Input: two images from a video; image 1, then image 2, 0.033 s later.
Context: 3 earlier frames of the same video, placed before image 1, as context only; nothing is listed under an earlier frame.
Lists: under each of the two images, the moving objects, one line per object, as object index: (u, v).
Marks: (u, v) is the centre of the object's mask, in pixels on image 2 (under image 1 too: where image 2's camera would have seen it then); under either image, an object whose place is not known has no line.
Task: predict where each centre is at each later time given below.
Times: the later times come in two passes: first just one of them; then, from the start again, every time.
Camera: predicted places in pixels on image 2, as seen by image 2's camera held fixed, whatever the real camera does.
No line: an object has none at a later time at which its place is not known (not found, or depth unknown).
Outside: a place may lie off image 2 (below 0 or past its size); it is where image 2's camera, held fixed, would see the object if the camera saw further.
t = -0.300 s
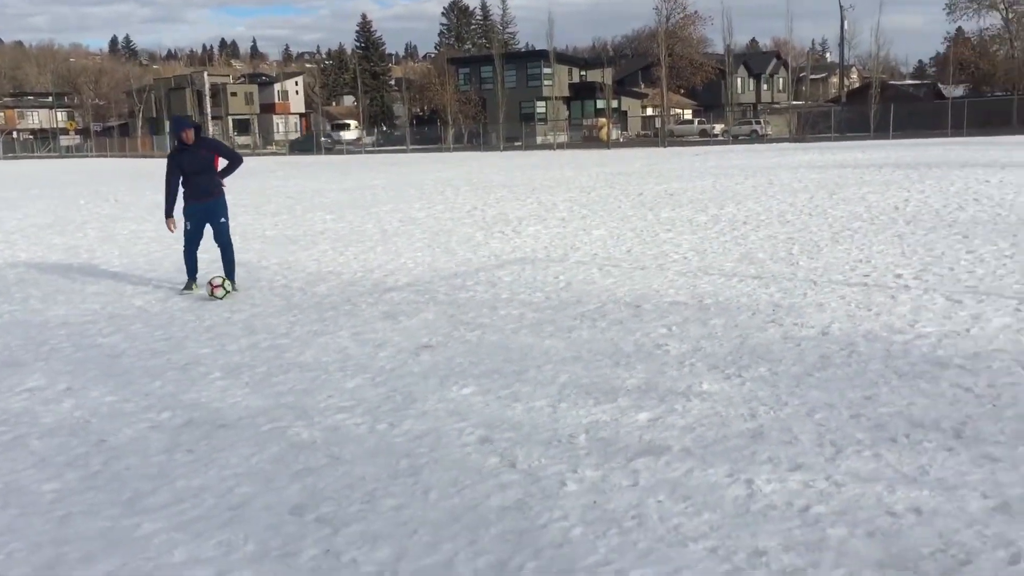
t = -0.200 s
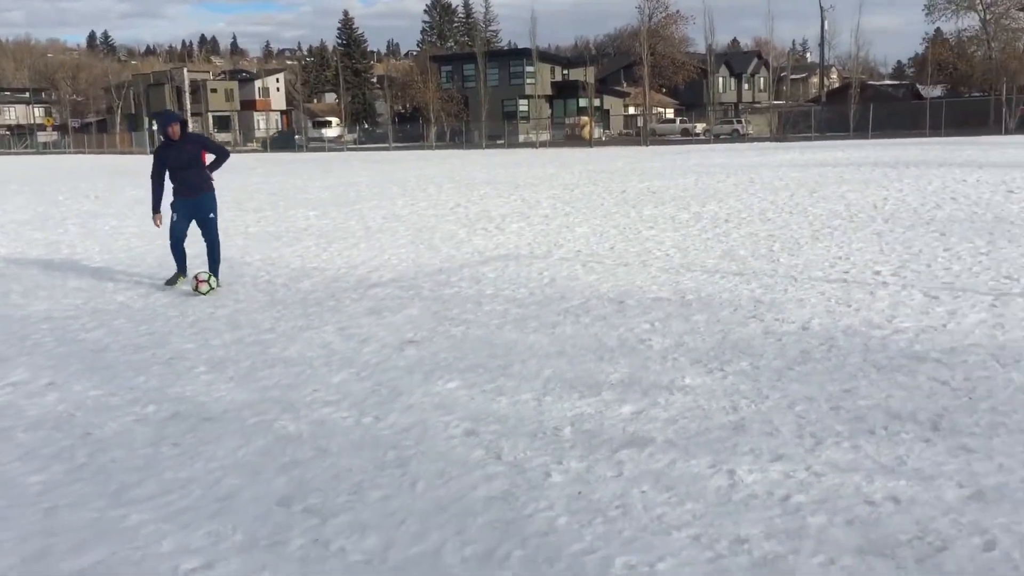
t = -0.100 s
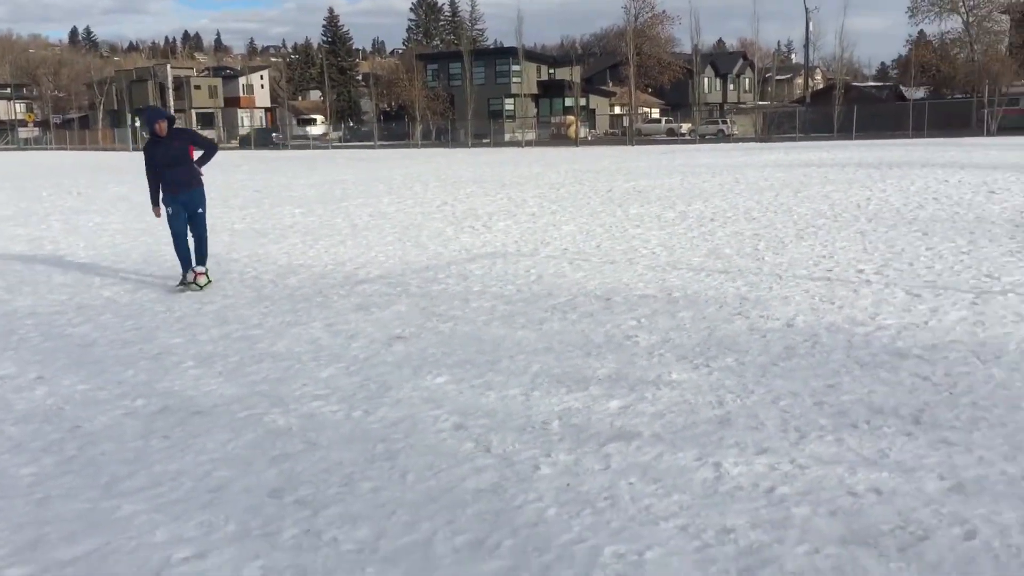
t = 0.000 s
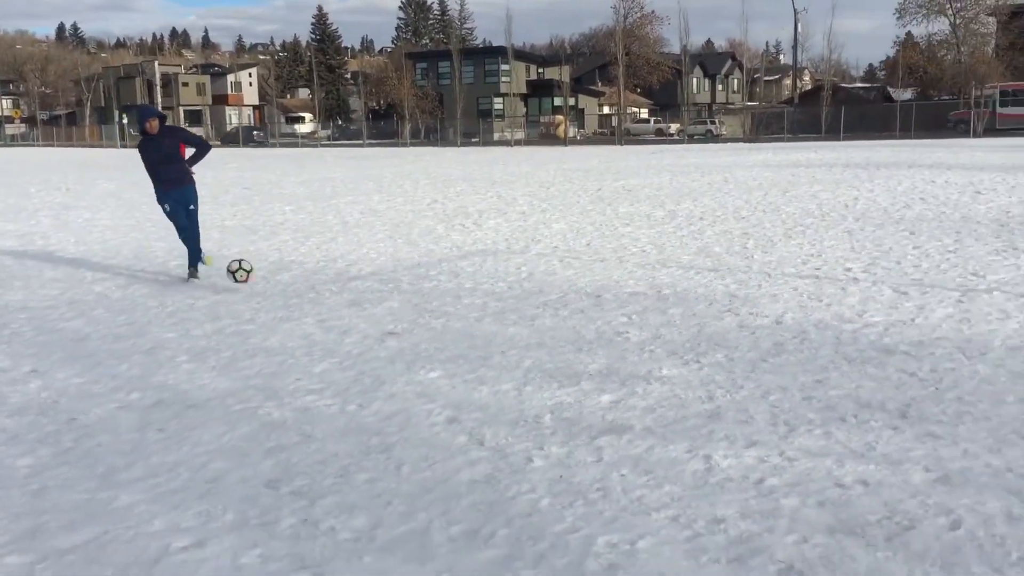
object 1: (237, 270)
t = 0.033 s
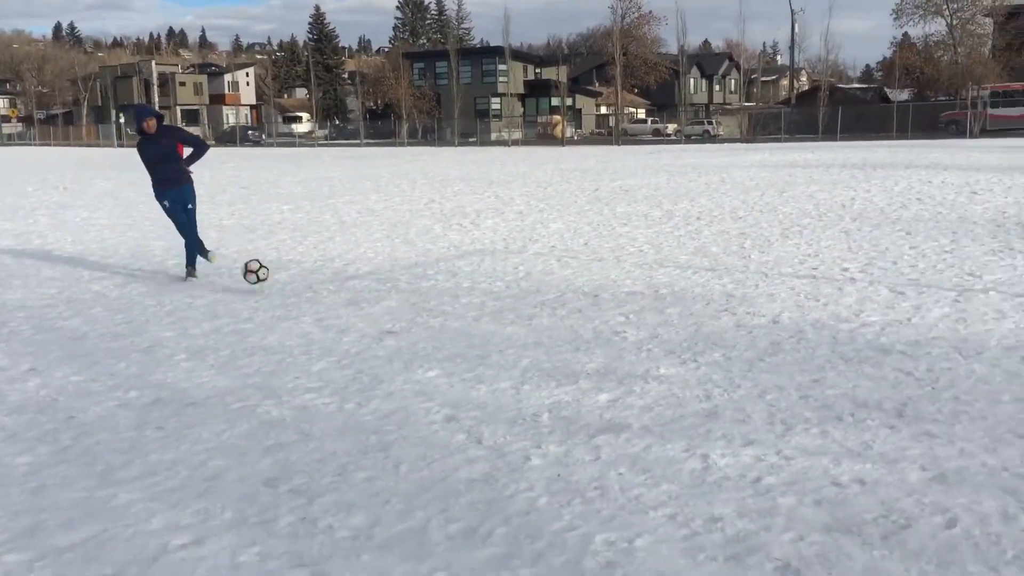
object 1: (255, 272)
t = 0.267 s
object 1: (384, 296)
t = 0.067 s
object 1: (273, 274)
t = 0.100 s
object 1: (292, 279)
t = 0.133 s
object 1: (310, 285)
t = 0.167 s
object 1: (329, 287)
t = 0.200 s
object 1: (347, 289)
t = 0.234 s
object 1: (365, 291)
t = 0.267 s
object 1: (384, 296)
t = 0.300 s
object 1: (404, 301)
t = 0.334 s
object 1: (420, 301)
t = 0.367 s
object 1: (436, 300)
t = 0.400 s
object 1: (452, 300)
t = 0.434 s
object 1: (468, 300)
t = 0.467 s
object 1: (485, 304)
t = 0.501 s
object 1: (503, 309)
